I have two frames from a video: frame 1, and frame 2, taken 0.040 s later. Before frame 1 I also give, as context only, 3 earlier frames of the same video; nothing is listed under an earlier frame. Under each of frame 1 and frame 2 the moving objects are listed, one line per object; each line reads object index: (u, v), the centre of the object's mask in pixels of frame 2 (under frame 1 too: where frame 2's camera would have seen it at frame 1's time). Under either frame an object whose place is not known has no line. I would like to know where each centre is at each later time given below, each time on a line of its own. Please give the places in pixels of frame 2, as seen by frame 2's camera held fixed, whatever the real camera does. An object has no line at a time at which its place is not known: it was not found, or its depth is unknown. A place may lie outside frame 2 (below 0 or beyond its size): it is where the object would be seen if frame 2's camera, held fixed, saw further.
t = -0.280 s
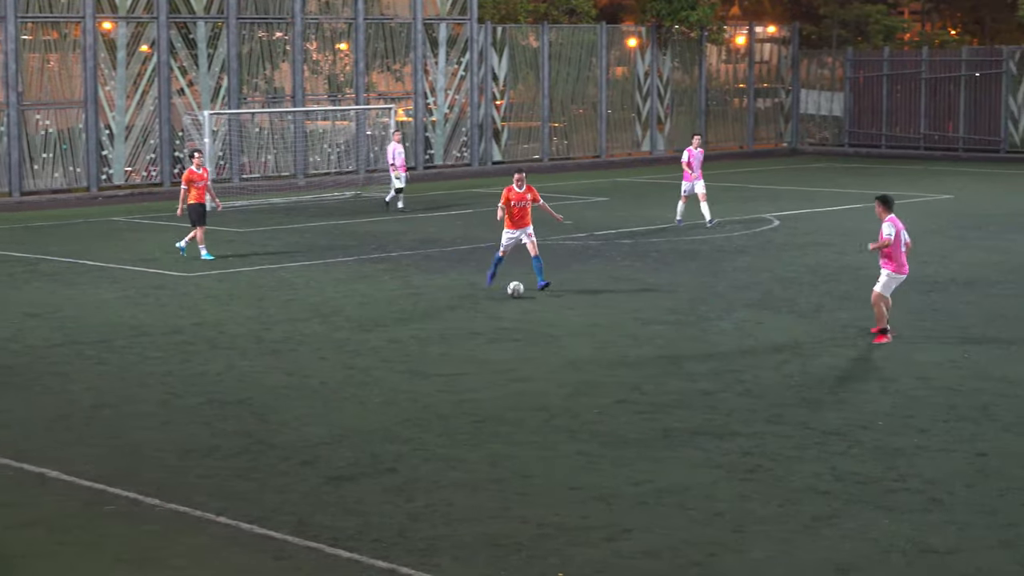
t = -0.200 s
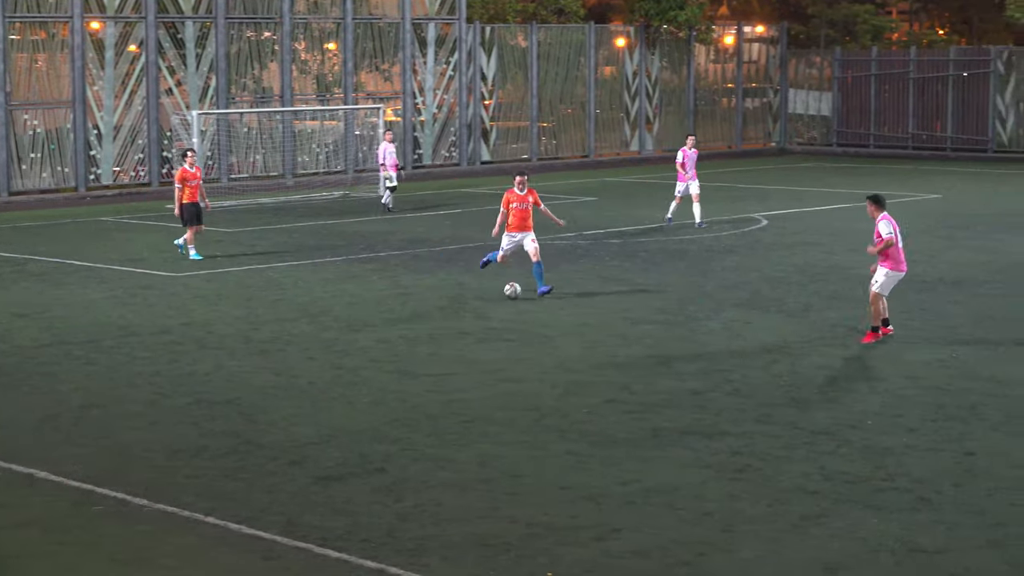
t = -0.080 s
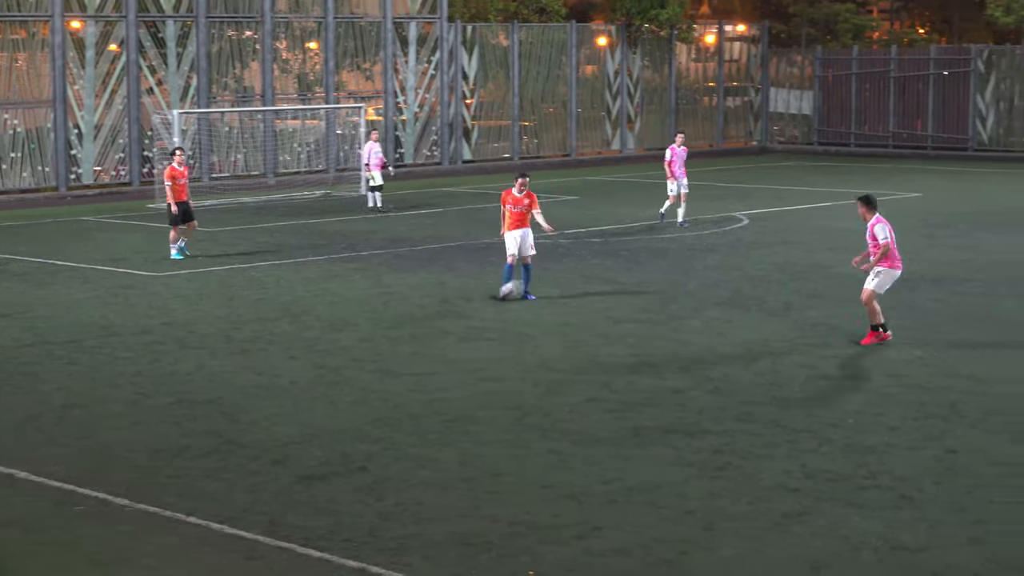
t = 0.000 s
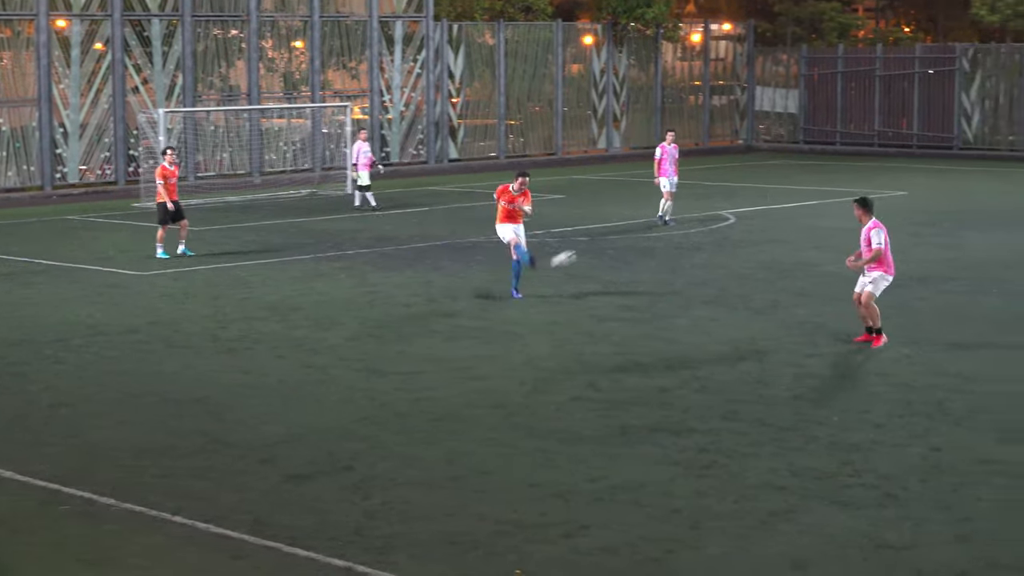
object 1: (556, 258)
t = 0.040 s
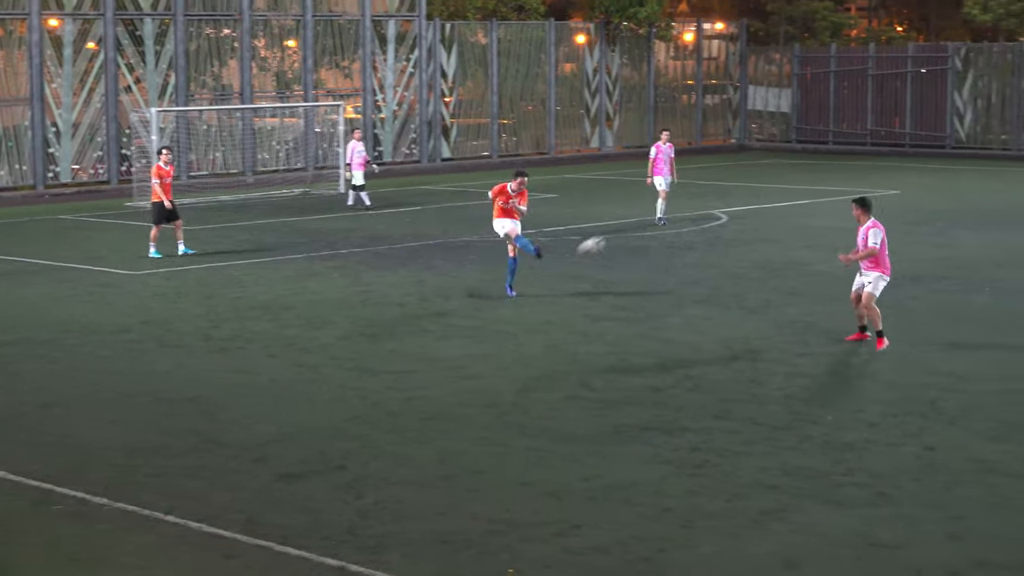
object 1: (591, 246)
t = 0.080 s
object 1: (627, 232)
